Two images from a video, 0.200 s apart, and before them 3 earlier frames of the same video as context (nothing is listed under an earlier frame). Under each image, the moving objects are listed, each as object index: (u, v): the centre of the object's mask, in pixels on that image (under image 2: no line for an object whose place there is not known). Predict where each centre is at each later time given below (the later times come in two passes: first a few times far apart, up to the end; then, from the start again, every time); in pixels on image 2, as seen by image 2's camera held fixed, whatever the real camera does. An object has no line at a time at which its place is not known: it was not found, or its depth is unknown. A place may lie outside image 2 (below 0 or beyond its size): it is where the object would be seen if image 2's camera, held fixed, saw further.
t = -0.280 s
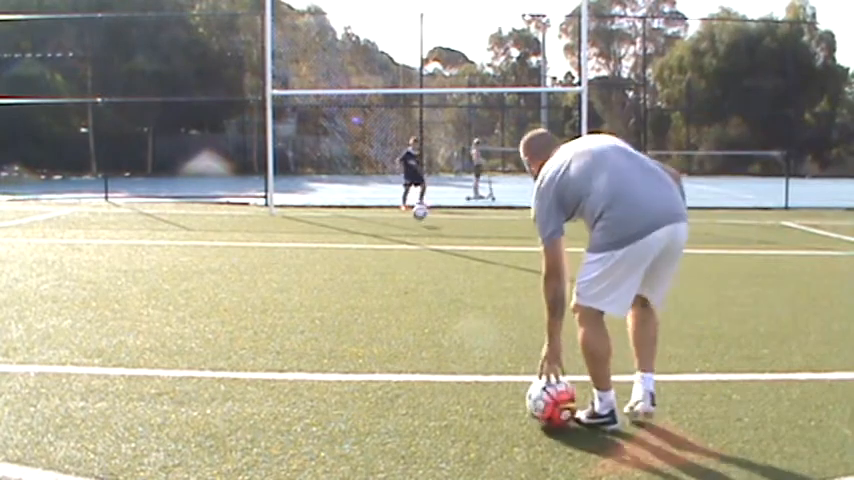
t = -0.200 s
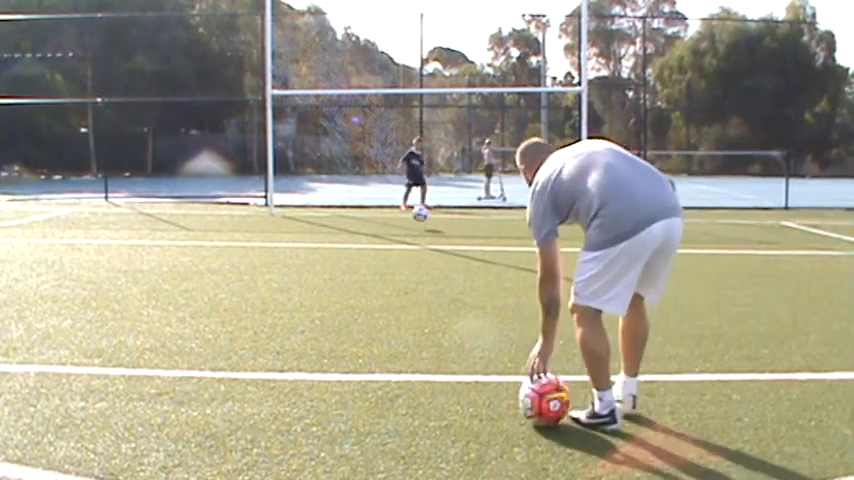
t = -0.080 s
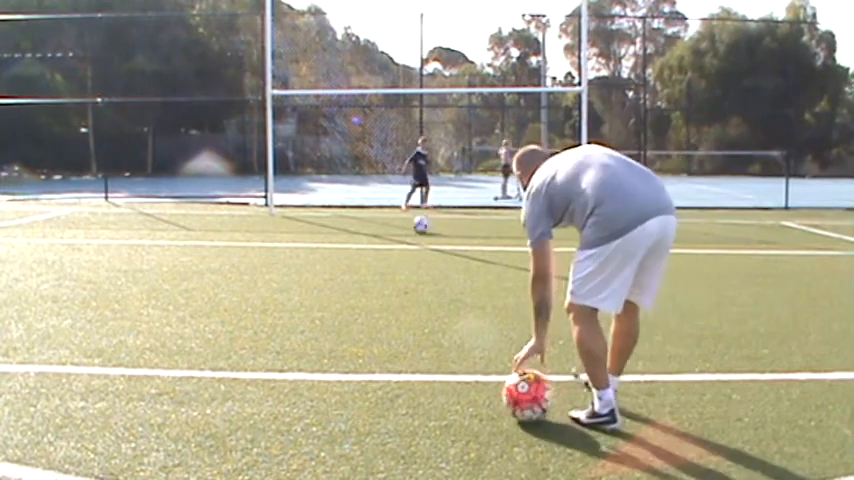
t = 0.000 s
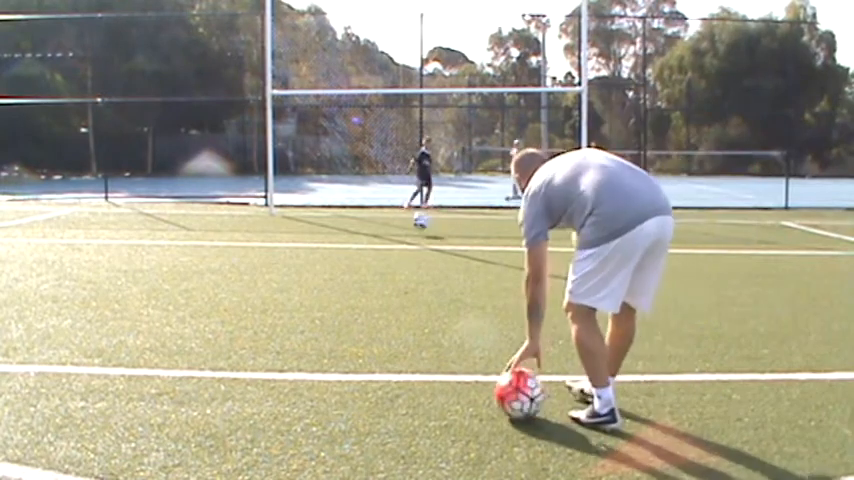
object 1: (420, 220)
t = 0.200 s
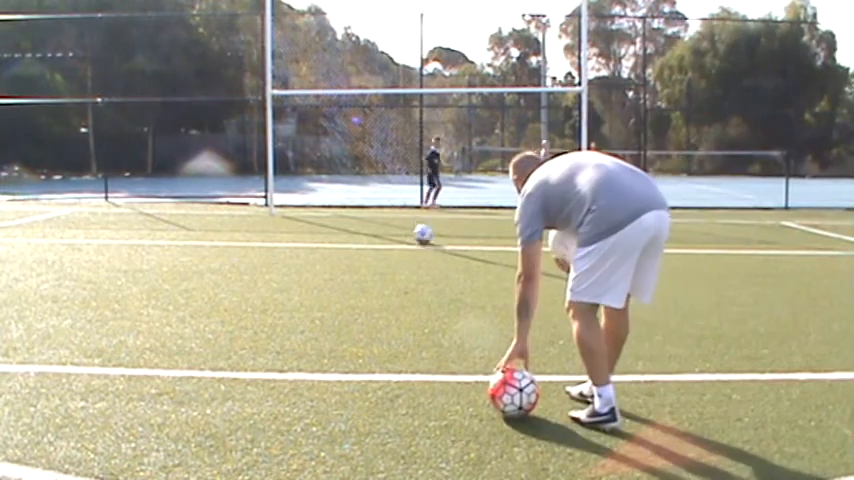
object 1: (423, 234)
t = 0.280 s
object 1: (423, 230)
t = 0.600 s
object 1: (427, 247)
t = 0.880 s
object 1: (432, 271)
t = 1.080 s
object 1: (438, 284)
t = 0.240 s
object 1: (423, 232)
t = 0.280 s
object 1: (423, 230)
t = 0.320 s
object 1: (424, 230)
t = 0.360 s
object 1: (424, 231)
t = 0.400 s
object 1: (424, 233)
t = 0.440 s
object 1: (425, 238)
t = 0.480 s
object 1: (425, 244)
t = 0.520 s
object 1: (426, 248)
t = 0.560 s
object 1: (426, 246)
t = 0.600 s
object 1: (427, 247)
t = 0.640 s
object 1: (428, 250)
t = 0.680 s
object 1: (427, 254)
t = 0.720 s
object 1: (429, 260)
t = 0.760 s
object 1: (429, 260)
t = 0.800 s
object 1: (430, 262)
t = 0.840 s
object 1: (431, 265)
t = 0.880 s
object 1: (432, 271)
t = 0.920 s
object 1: (432, 272)
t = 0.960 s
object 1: (434, 273)
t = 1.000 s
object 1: (435, 276)
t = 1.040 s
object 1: (437, 281)
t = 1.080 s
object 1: (438, 284)
